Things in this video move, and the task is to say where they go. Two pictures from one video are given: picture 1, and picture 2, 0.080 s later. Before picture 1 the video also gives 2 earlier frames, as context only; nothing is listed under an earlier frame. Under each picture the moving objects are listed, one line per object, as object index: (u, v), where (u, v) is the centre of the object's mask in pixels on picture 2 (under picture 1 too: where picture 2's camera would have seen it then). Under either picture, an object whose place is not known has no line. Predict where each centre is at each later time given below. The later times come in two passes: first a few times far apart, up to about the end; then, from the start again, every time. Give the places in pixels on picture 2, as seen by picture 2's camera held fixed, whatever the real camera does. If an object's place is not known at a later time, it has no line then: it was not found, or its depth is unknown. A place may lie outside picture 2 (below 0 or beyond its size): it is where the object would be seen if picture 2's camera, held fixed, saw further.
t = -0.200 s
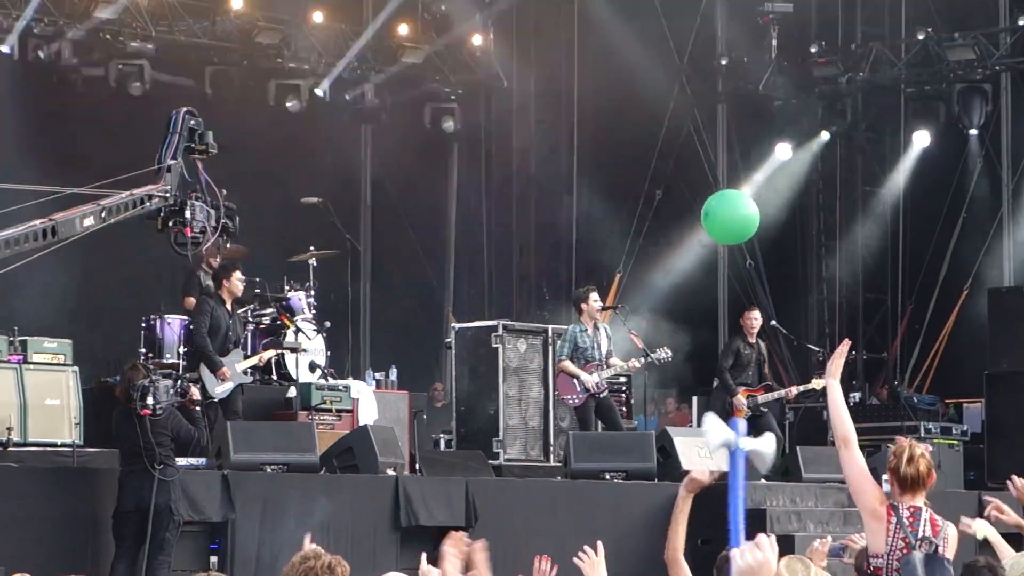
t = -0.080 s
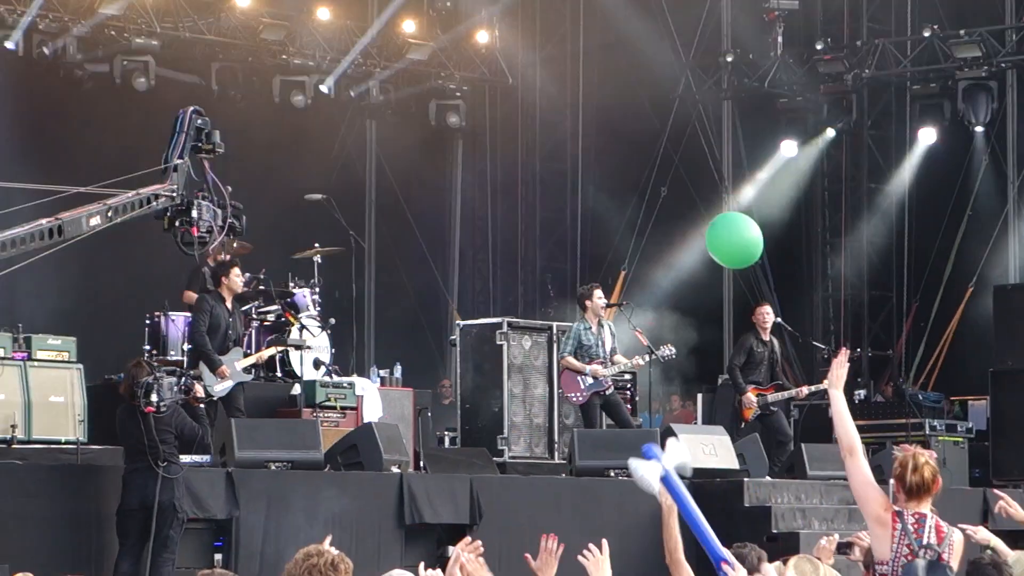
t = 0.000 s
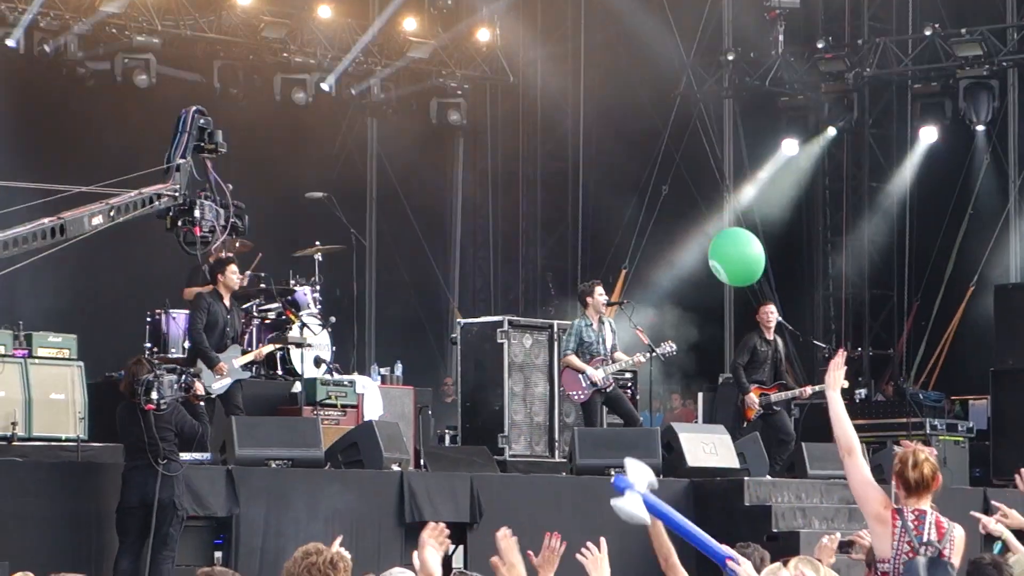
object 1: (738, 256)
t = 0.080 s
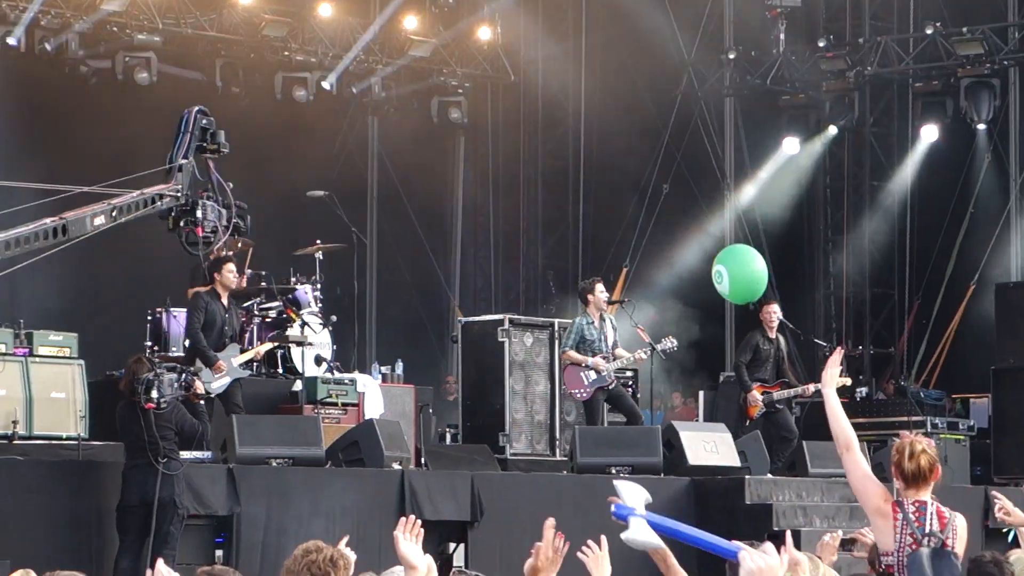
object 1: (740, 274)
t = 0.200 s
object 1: (745, 304)
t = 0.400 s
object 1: (754, 357)
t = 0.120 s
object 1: (741, 283)
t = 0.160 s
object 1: (743, 293)
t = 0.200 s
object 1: (745, 304)
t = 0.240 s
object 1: (747, 313)
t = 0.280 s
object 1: (749, 324)
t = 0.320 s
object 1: (751, 337)
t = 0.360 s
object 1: (752, 347)
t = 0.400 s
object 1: (754, 357)
